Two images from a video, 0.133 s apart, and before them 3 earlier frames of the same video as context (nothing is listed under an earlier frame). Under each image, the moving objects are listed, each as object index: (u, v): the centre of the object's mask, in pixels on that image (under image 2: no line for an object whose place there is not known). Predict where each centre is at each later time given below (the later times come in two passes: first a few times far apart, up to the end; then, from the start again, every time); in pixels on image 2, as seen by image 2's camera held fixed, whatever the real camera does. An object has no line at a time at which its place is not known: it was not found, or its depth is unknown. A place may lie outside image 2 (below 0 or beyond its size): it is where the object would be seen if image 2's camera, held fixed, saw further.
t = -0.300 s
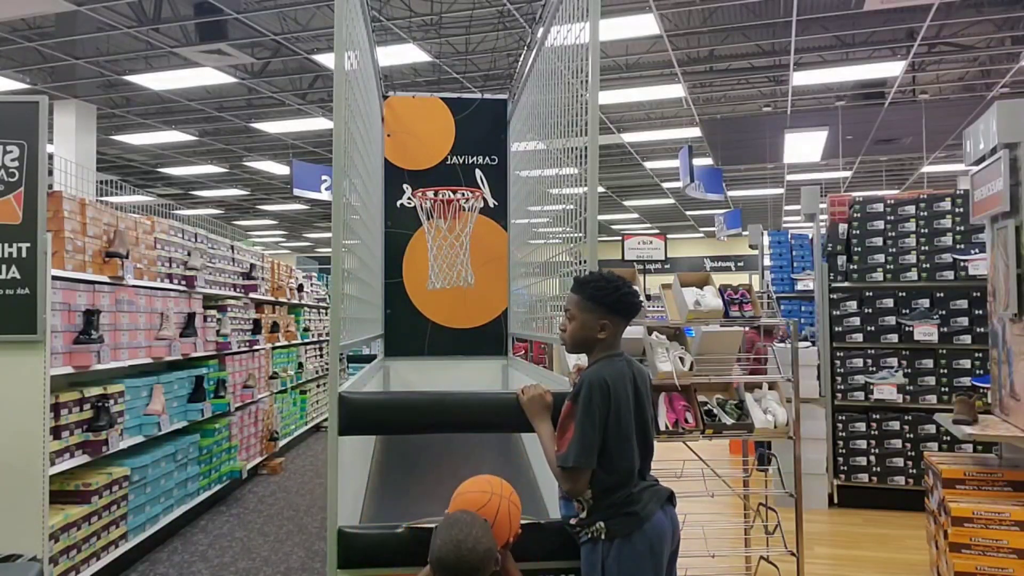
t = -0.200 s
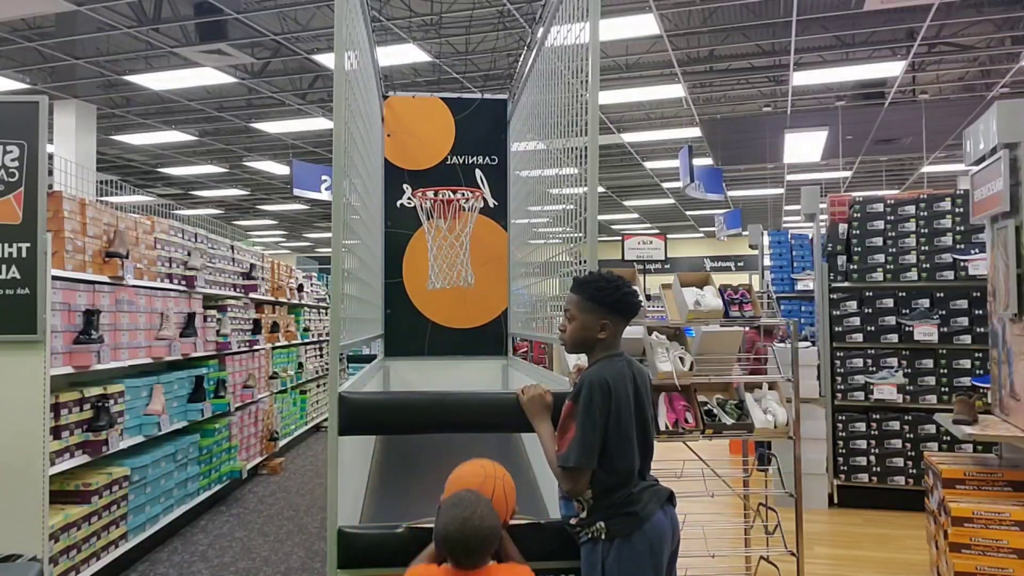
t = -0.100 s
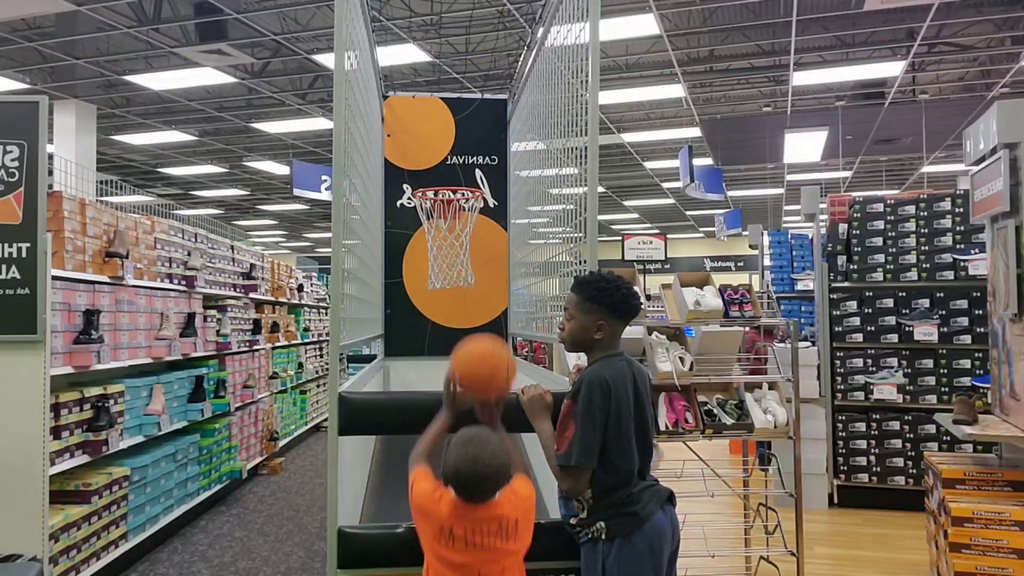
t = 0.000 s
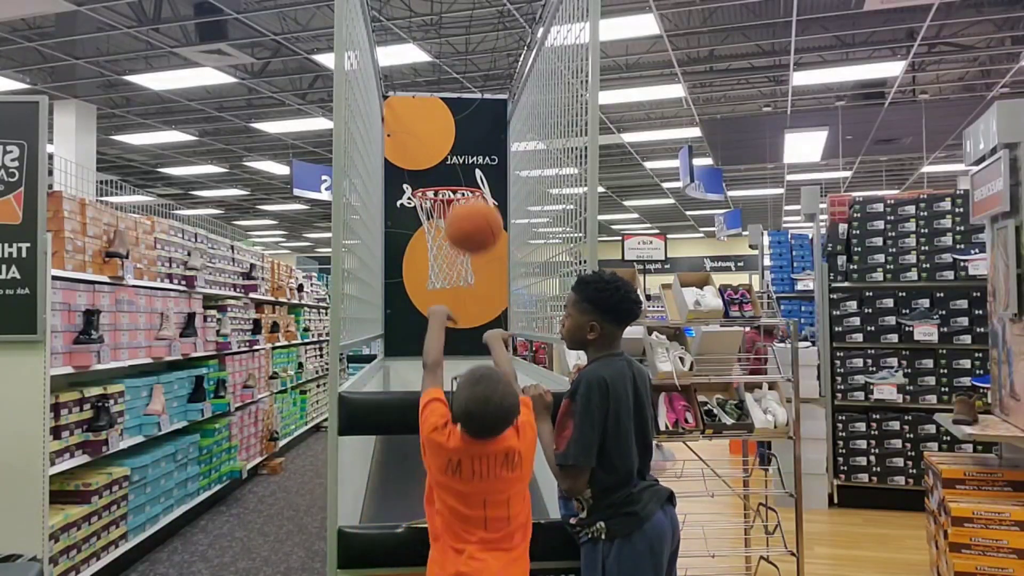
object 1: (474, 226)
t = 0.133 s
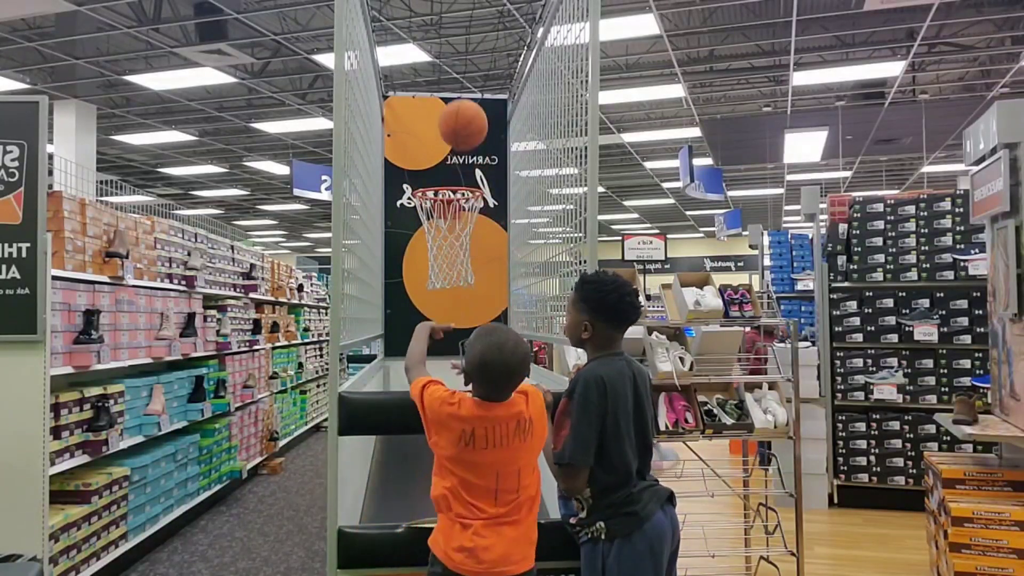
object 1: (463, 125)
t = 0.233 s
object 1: (458, 94)
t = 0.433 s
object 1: (452, 107)
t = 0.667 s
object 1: (449, 171)
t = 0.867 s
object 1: (455, 131)
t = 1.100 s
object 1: (463, 171)
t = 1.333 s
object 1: (474, 333)
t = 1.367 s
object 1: (476, 365)
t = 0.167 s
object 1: (461, 111)
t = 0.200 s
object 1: (459, 100)
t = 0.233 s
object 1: (458, 94)
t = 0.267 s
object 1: (456, 89)
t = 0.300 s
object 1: (455, 88)
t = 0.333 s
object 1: (454, 90)
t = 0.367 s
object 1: (453, 93)
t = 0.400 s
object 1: (453, 99)
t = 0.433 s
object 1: (452, 107)
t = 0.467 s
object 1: (451, 116)
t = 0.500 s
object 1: (450, 127)
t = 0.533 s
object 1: (450, 140)
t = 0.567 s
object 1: (449, 155)
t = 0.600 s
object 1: (449, 171)
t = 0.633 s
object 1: (448, 178)
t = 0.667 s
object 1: (449, 171)
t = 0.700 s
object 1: (450, 161)
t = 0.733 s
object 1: (451, 151)
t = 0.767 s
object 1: (452, 143)
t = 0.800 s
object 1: (453, 137)
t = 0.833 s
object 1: (454, 133)
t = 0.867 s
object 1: (455, 131)
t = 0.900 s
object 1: (456, 130)
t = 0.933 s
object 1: (457, 131)
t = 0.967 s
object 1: (458, 134)
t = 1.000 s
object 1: (460, 140)
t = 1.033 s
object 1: (461, 148)
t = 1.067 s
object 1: (462, 159)
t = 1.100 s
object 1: (463, 171)
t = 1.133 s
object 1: (464, 186)
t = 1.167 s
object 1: (466, 203)
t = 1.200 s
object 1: (468, 223)
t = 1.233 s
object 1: (469, 246)
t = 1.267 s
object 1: (471, 271)
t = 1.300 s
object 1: (473, 300)
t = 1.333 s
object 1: (474, 333)
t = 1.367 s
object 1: (476, 365)
